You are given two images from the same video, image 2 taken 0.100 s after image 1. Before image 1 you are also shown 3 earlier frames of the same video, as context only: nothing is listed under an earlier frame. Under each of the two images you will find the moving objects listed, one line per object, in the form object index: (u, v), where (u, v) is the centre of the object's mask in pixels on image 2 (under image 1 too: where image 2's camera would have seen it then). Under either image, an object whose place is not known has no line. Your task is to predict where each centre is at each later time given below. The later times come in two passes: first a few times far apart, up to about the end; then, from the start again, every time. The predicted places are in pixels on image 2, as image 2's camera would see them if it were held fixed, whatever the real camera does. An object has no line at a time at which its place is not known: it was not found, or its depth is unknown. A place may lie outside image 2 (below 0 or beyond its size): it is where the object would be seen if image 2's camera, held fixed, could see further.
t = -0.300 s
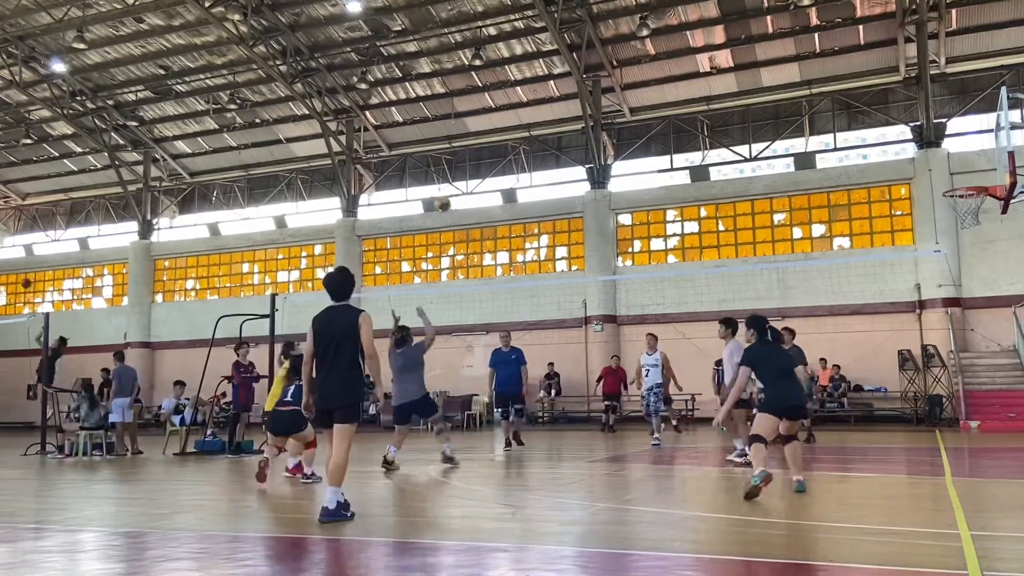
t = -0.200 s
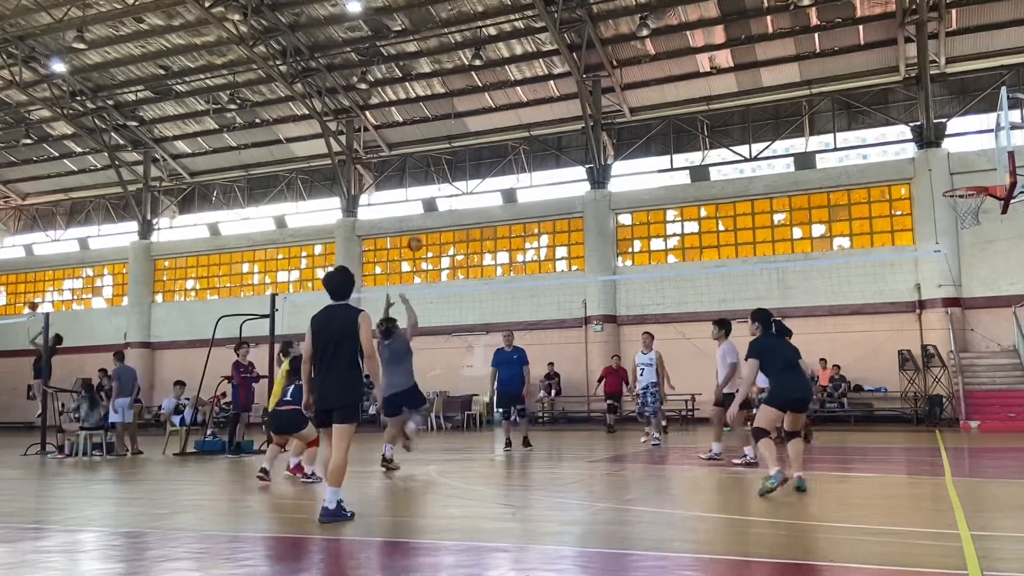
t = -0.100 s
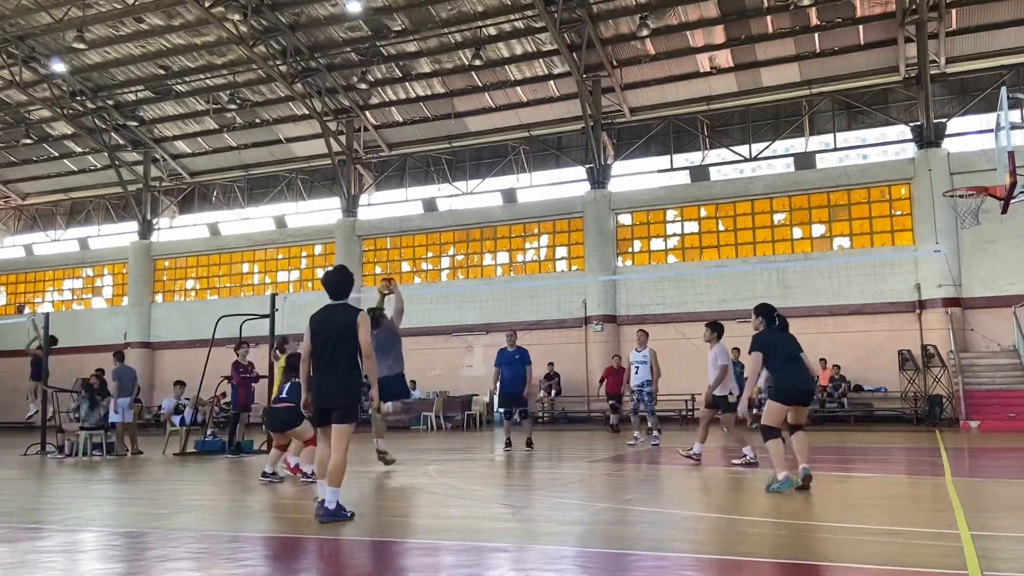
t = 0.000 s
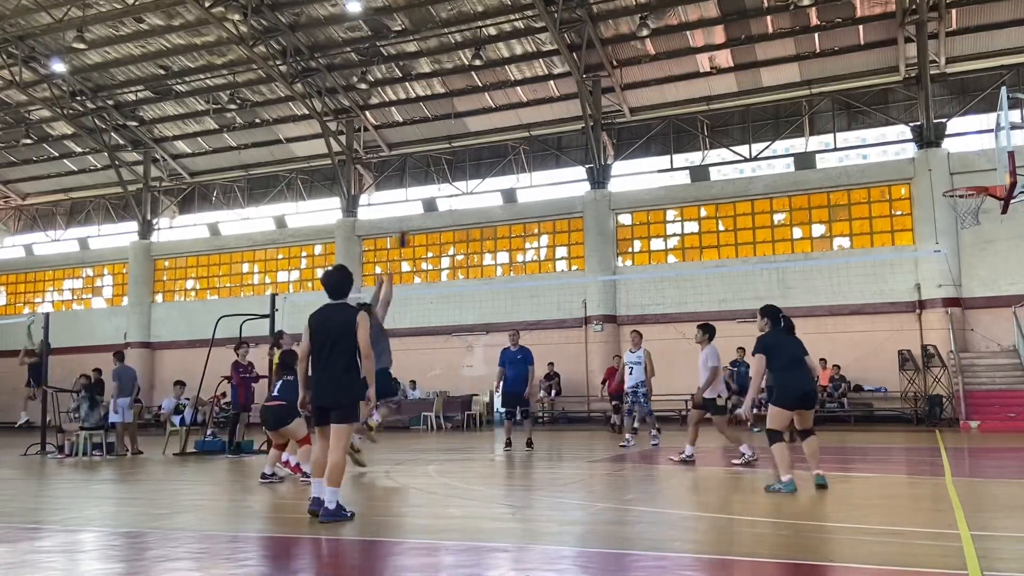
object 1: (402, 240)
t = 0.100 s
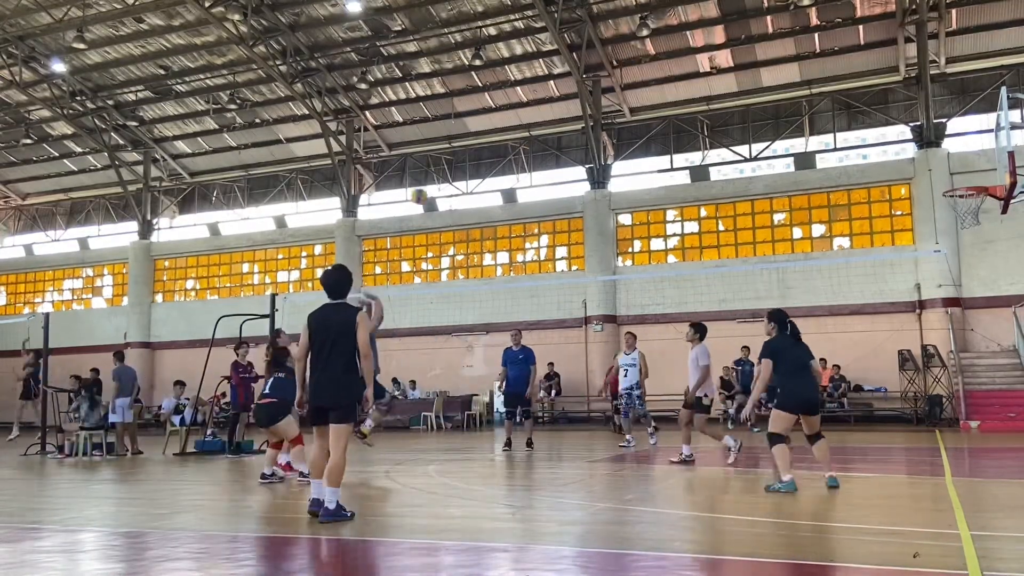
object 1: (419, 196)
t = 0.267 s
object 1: (446, 146)
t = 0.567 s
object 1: (493, 117)
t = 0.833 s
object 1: (534, 153)
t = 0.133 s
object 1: (425, 184)
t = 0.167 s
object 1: (430, 173)
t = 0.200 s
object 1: (435, 163)
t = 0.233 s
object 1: (441, 155)
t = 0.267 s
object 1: (446, 146)
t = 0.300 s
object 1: (451, 138)
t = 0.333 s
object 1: (457, 133)
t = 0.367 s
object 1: (461, 128)
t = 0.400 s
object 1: (467, 123)
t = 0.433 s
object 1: (472, 120)
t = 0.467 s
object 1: (478, 117)
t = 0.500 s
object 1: (482, 116)
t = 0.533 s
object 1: (487, 115)
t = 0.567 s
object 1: (493, 117)
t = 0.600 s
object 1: (498, 118)
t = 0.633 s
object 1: (503, 120)
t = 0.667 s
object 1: (508, 123)
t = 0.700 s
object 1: (513, 127)
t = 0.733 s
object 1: (518, 132)
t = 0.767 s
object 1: (523, 138)
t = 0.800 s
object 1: (528, 145)
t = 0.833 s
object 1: (534, 153)
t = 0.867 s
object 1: (538, 161)
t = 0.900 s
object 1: (545, 171)
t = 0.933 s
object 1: (550, 182)
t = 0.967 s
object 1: (555, 194)
